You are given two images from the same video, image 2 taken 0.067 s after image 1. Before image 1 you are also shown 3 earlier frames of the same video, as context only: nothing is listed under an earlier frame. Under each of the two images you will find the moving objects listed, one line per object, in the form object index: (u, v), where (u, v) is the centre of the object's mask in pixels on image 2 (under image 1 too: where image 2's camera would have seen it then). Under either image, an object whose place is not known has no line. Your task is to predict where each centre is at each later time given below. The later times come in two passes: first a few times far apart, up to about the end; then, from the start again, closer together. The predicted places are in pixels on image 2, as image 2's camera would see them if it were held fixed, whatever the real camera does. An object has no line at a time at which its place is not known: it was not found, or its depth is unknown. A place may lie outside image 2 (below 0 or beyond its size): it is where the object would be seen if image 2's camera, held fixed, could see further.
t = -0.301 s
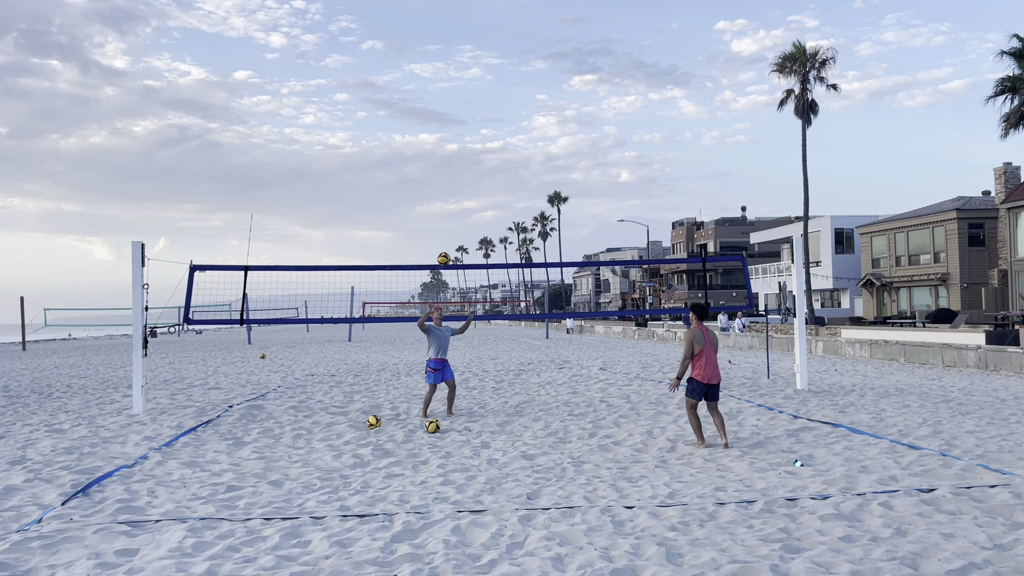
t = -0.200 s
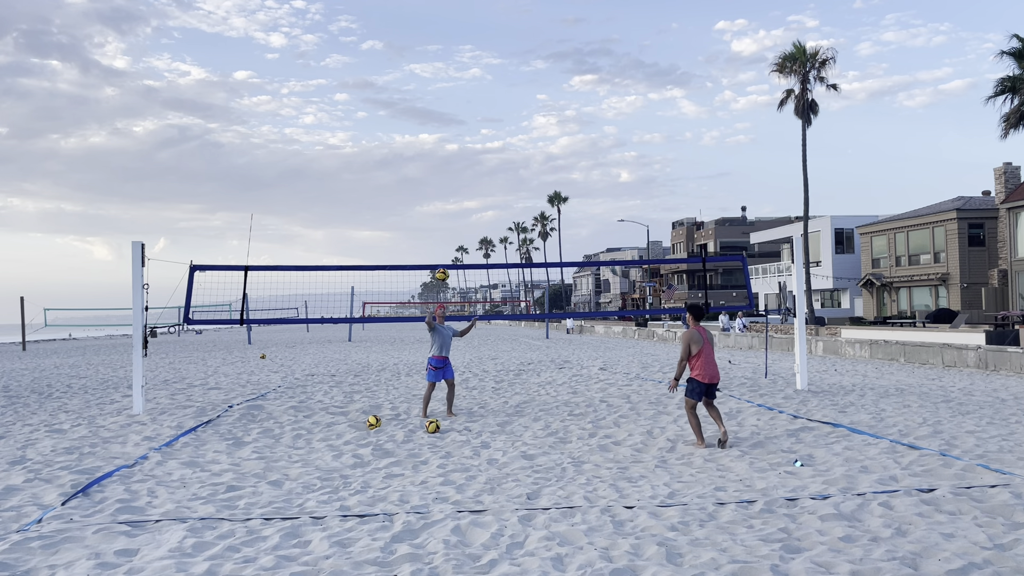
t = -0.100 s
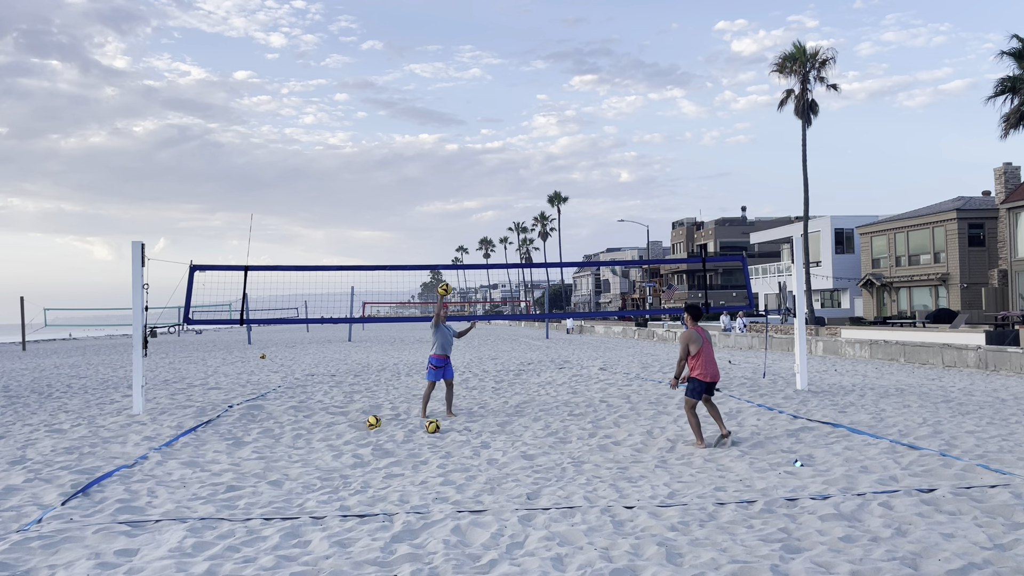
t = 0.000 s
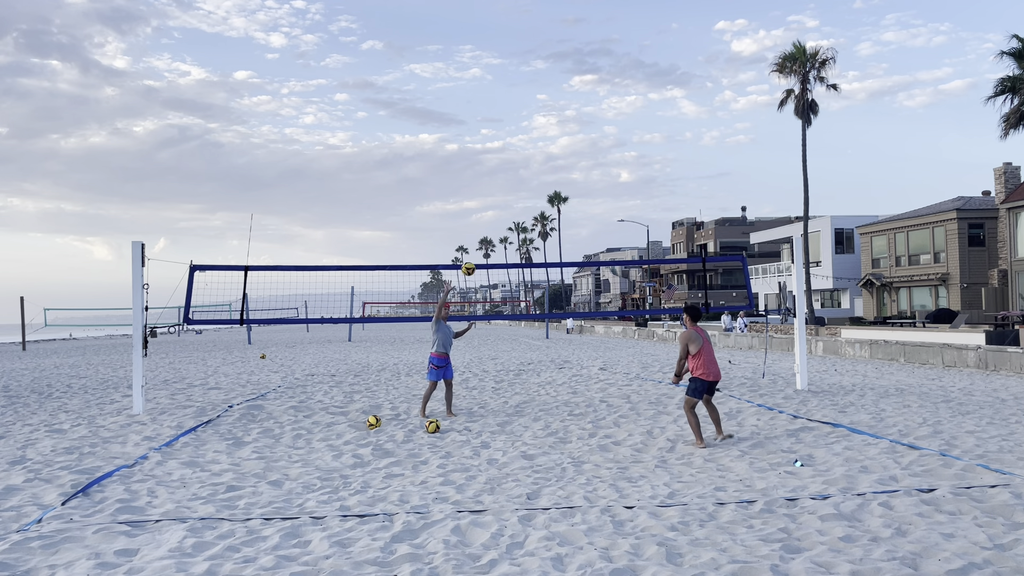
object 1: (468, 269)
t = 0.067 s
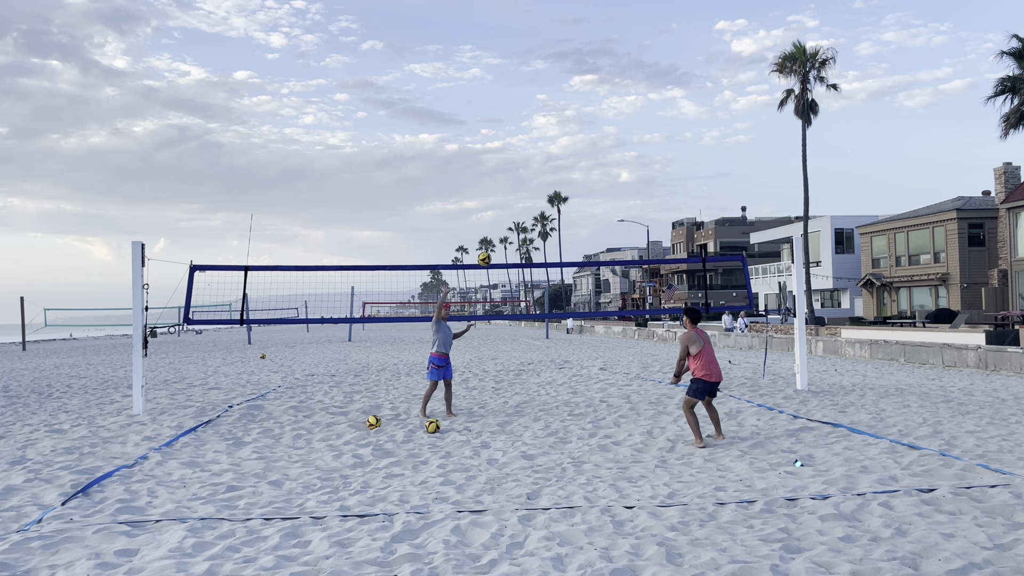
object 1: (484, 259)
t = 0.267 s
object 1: (535, 246)
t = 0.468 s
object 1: (590, 262)
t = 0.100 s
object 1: (492, 255)
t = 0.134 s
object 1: (500, 251)
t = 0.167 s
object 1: (509, 249)
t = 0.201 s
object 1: (517, 247)
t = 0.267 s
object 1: (535, 246)
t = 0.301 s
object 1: (544, 247)
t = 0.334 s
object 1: (553, 248)
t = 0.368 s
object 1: (562, 250)
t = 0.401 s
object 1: (571, 253)
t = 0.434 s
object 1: (581, 257)
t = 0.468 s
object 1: (590, 262)
